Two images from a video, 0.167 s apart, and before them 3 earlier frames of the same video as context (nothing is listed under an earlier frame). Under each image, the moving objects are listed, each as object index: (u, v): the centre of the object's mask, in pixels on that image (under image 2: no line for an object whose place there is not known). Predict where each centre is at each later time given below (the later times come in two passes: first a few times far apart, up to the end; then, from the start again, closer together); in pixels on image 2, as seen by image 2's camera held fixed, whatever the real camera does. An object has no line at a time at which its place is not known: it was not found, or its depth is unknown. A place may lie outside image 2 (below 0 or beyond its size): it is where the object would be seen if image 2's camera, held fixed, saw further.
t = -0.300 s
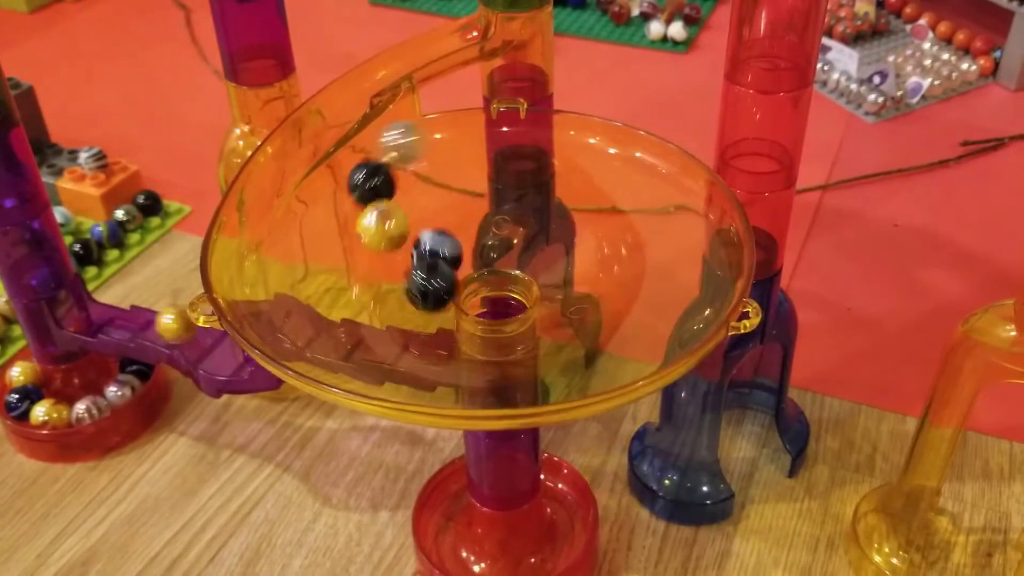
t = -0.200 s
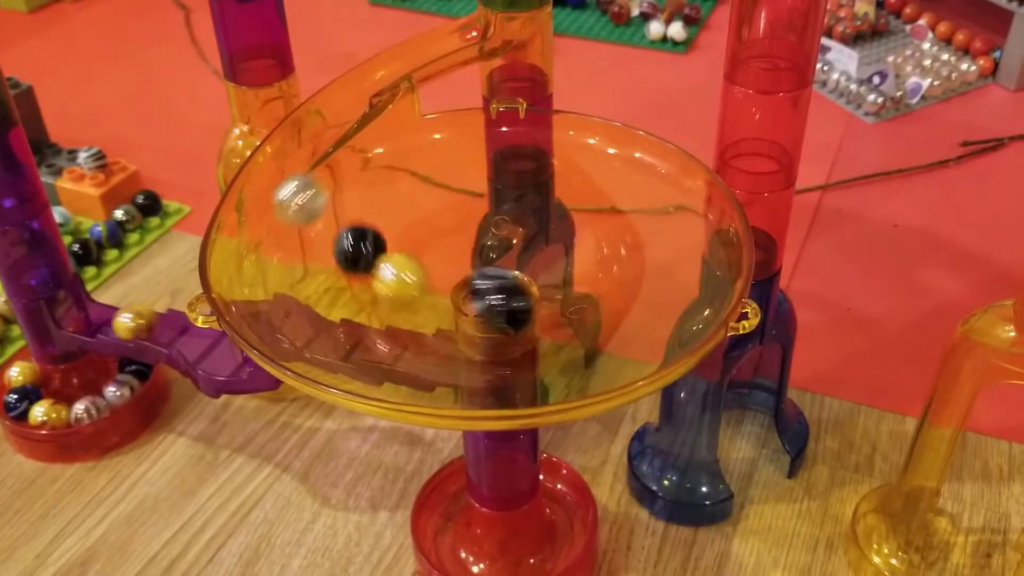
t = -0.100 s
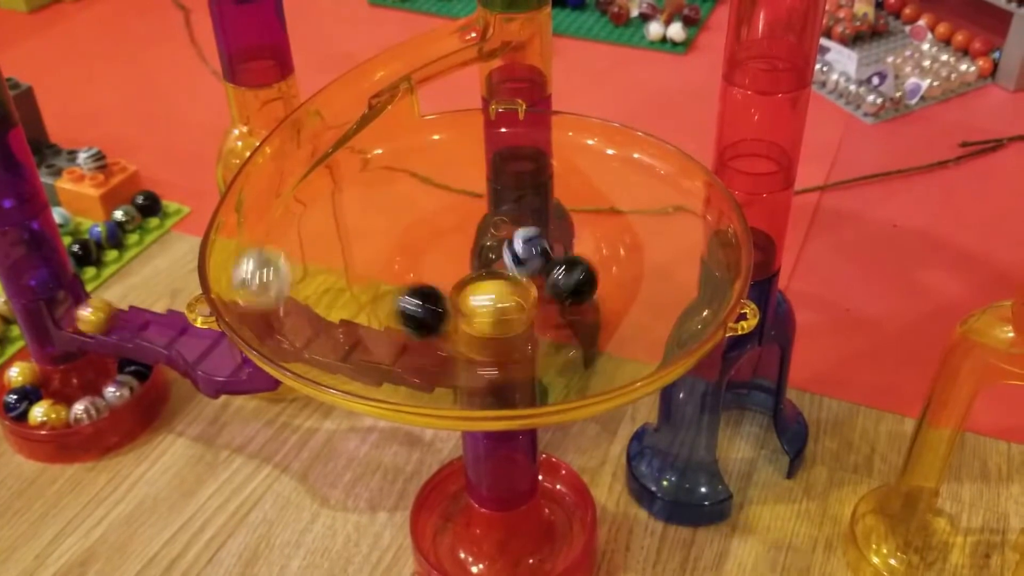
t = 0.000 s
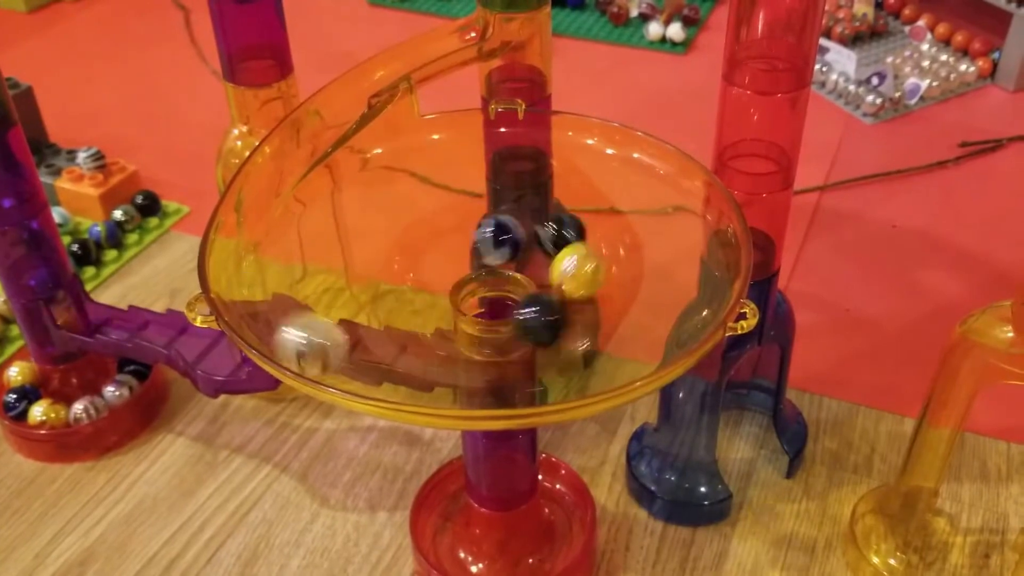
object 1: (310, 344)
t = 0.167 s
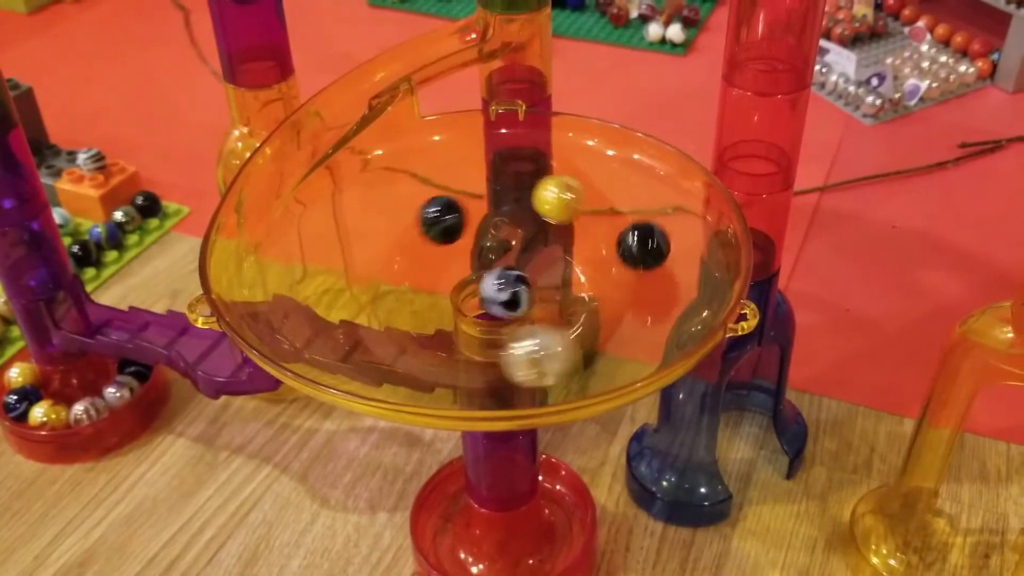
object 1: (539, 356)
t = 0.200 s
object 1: (577, 342)
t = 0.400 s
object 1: (684, 203)
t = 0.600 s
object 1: (532, 133)
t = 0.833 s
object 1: (316, 189)
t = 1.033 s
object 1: (302, 309)
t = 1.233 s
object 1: (516, 345)
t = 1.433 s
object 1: (639, 221)
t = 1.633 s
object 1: (536, 134)
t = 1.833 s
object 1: (377, 172)
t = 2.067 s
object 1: (344, 300)
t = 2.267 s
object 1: (553, 321)
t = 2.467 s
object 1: (614, 196)
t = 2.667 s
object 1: (501, 136)
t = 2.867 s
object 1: (373, 178)
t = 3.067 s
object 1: (391, 300)
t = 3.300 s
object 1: (620, 275)
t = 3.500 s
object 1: (583, 178)
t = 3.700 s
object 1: (431, 173)
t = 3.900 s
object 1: (349, 261)
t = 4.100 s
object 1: (511, 318)
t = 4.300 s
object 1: (628, 210)
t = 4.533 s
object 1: (512, 150)
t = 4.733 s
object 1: (382, 220)
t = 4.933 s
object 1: (448, 327)
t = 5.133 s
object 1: (605, 271)
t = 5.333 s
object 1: (523, 176)
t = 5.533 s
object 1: (381, 193)
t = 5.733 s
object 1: (396, 292)
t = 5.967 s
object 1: (604, 247)
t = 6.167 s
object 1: (542, 174)
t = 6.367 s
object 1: (410, 227)
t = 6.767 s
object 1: (577, 271)
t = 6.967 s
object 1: (485, 179)
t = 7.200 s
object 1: (376, 230)
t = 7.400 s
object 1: (529, 301)
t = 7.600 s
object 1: (600, 212)
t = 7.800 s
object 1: (465, 210)
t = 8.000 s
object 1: (380, 289)
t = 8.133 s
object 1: (472, 314)
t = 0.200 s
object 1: (577, 342)
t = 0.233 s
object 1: (614, 324)
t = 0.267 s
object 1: (646, 301)
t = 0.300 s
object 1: (667, 278)
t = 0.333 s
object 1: (681, 250)
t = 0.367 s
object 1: (685, 226)
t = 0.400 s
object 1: (684, 203)
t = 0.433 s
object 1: (674, 179)
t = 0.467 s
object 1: (653, 164)
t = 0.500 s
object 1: (627, 151)
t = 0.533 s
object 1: (598, 142)
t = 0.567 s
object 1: (563, 135)
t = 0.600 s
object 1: (532, 133)
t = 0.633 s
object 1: (500, 132)
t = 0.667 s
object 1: (464, 133)
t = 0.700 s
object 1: (430, 136)
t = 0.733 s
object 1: (396, 147)
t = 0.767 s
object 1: (367, 158)
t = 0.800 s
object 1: (341, 171)
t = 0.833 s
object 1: (316, 189)
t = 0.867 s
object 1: (298, 206)
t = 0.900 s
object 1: (285, 227)
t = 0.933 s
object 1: (278, 248)
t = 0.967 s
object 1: (278, 269)
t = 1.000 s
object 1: (286, 291)
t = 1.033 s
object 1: (302, 309)
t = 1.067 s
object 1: (324, 328)
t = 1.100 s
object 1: (357, 339)
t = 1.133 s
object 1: (391, 349)
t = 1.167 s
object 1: (431, 353)
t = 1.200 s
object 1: (475, 352)
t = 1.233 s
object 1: (516, 345)
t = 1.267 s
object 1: (557, 333)
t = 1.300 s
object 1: (585, 317)
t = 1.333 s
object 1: (613, 294)
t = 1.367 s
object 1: (630, 270)
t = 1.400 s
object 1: (638, 246)
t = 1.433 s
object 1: (639, 221)
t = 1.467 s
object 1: (634, 198)
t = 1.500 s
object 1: (622, 176)
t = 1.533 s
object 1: (605, 158)
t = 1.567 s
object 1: (589, 143)
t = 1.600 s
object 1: (564, 135)
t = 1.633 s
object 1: (536, 134)
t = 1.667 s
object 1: (512, 133)
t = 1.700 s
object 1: (485, 135)
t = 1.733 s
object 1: (456, 139)
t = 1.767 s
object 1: (429, 148)
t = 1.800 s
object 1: (403, 159)
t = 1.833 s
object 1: (377, 172)
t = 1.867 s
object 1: (356, 185)
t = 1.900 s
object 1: (338, 204)
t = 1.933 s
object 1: (324, 223)
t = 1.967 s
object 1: (318, 243)
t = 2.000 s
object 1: (319, 263)
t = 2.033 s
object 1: (328, 283)
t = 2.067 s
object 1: (344, 300)
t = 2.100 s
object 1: (369, 317)
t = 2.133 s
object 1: (399, 328)
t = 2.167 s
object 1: (440, 337)
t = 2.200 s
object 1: (479, 336)
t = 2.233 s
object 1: (517, 331)
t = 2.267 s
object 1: (553, 321)
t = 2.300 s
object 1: (583, 304)
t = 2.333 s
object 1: (608, 283)
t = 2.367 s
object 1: (620, 261)
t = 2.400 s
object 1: (626, 237)
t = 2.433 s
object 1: (623, 216)
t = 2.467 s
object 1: (614, 196)
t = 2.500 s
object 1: (601, 179)
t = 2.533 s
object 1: (583, 163)
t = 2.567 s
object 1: (562, 152)
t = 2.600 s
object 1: (542, 144)
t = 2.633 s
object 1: (522, 139)
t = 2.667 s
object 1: (501, 136)
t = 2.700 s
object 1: (478, 135)
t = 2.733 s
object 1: (453, 138)
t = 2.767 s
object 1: (431, 143)
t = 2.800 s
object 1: (410, 153)
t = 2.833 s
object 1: (390, 164)
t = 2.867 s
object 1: (373, 178)
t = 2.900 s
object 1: (360, 196)
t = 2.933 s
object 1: (351, 216)
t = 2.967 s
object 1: (349, 236)
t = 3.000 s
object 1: (354, 259)
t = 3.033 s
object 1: (368, 281)
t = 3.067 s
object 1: (391, 300)
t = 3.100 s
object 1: (423, 314)
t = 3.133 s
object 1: (461, 325)
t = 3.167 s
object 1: (503, 327)
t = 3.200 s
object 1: (541, 320)
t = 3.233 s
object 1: (573, 310)
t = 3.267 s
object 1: (602, 293)
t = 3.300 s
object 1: (620, 275)
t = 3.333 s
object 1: (631, 256)
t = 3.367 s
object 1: (634, 236)
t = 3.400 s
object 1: (630, 219)
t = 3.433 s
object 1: (619, 203)
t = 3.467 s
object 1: (603, 190)
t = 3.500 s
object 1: (583, 178)
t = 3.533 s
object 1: (559, 169)
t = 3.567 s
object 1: (533, 163)
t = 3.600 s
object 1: (511, 162)
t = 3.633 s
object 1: (485, 162)
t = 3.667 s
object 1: (454, 167)
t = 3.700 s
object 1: (431, 173)
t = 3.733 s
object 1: (405, 182)
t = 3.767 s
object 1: (383, 194)
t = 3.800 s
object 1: (365, 209)
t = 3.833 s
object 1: (353, 226)
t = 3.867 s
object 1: (347, 244)
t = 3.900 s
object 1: (349, 261)
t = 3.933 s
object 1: (358, 279)
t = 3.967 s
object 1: (378, 297)
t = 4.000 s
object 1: (403, 310)
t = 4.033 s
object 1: (432, 317)
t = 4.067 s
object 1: (473, 321)
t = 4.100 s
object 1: (511, 318)
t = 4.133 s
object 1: (551, 308)
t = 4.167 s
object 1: (581, 293)
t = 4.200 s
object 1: (607, 271)
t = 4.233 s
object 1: (622, 250)
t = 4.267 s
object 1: (628, 229)
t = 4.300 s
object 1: (628, 210)
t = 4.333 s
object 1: (621, 194)
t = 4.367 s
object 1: (610, 178)
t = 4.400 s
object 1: (594, 166)
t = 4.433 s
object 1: (575, 158)
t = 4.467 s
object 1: (554, 153)
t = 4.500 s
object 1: (532, 150)
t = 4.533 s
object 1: (512, 150)
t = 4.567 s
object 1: (489, 153)
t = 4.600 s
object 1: (464, 160)
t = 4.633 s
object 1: (439, 170)
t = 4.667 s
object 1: (417, 184)
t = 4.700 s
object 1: (398, 200)
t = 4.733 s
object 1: (382, 220)
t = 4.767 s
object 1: (373, 241)
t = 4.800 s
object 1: (370, 264)
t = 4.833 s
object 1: (379, 285)
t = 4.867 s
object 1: (395, 303)
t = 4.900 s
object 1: (419, 317)
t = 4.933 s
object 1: (448, 327)
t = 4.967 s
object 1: (483, 330)
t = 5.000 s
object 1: (517, 327)
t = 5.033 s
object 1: (550, 318)
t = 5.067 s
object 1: (574, 306)
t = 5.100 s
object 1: (593, 290)
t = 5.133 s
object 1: (605, 271)
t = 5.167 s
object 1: (607, 249)
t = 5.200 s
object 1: (602, 232)
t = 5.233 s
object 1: (589, 213)
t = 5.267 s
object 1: (568, 198)
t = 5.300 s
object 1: (546, 186)
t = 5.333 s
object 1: (523, 176)
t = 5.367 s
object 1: (500, 171)
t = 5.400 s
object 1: (473, 171)
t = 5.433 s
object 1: (446, 172)
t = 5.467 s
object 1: (420, 176)
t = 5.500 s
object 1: (400, 183)
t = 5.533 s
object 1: (381, 193)
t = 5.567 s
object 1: (366, 208)
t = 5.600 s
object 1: (357, 223)
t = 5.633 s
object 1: (355, 240)
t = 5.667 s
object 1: (360, 258)
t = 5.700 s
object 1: (372, 276)
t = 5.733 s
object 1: (396, 292)
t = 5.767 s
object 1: (429, 307)
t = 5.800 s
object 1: (466, 313)
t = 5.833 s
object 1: (504, 312)
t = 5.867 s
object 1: (543, 302)
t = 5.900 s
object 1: (570, 286)
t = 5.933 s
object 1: (593, 267)
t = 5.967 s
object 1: (604, 247)
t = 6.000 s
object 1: (608, 228)
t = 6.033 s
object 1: (604, 210)
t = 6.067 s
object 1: (594, 197)
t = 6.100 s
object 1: (582, 188)
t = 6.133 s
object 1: (562, 178)
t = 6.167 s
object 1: (542, 174)
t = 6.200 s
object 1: (521, 173)
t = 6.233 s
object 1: (500, 176)
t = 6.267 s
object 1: (474, 182)
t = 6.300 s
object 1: (449, 194)
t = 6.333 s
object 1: (428, 208)
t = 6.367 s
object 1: (410, 227)
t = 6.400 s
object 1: (395, 245)
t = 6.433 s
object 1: (388, 267)
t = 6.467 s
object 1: (391, 286)
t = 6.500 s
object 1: (402, 302)
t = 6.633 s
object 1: (502, 327)
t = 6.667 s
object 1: (530, 318)
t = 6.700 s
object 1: (554, 307)
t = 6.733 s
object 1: (570, 291)
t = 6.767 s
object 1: (577, 271)
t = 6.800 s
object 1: (576, 249)
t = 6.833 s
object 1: (566, 228)
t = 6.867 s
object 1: (549, 211)
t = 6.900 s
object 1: (528, 196)
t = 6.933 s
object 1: (508, 186)
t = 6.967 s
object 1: (485, 179)
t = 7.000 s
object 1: (462, 177)
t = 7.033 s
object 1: (438, 177)
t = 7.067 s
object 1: (418, 182)
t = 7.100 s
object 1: (400, 189)
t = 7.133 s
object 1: (387, 200)
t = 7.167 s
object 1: (378, 214)
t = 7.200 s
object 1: (376, 230)
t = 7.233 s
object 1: (381, 248)
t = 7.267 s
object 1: (394, 269)
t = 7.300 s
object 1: (418, 287)
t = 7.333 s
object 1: (451, 300)
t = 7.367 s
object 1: (492, 307)
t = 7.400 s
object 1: (529, 301)
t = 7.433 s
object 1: (561, 291)
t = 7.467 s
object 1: (586, 274)
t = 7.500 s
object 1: (602, 255)
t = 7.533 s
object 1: (607, 240)
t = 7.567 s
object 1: (606, 225)
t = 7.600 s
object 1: (600, 212)
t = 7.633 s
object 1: (585, 204)
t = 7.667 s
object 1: (564, 196)
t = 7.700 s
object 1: (542, 194)
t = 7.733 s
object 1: (518, 194)
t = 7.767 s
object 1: (493, 199)
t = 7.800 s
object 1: (465, 210)
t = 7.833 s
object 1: (433, 221)
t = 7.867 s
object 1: (409, 233)
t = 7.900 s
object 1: (390, 248)
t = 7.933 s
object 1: (379, 261)
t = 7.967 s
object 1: (375, 275)
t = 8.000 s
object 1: (380, 289)
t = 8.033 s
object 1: (392, 301)
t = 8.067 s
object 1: (412, 310)
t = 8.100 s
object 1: (438, 314)
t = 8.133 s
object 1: (472, 314)
